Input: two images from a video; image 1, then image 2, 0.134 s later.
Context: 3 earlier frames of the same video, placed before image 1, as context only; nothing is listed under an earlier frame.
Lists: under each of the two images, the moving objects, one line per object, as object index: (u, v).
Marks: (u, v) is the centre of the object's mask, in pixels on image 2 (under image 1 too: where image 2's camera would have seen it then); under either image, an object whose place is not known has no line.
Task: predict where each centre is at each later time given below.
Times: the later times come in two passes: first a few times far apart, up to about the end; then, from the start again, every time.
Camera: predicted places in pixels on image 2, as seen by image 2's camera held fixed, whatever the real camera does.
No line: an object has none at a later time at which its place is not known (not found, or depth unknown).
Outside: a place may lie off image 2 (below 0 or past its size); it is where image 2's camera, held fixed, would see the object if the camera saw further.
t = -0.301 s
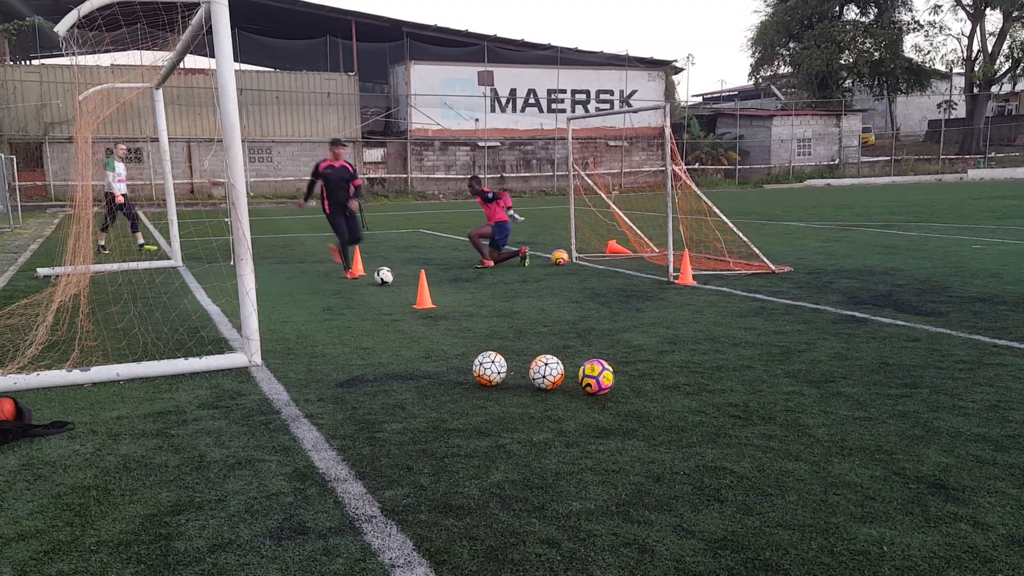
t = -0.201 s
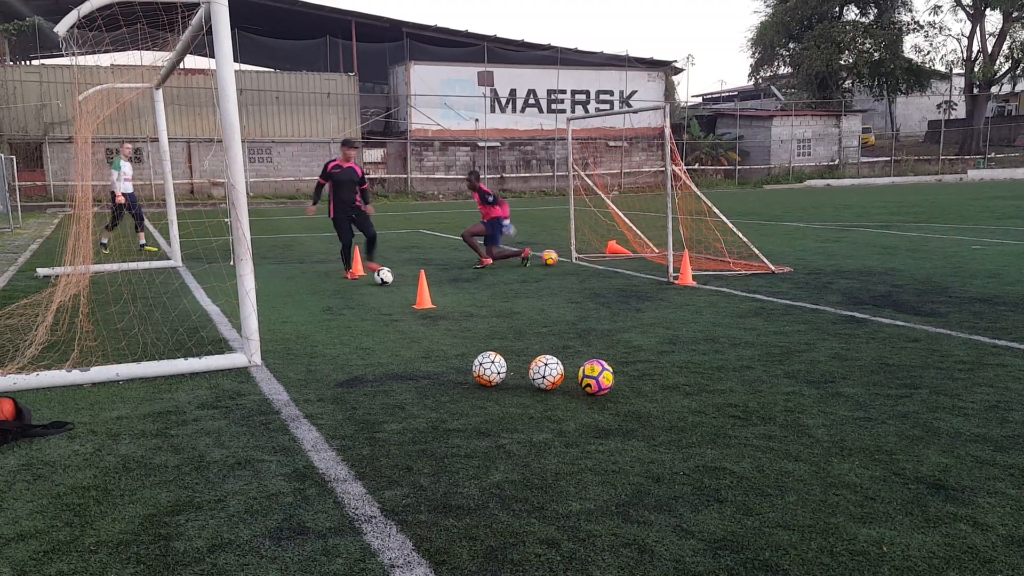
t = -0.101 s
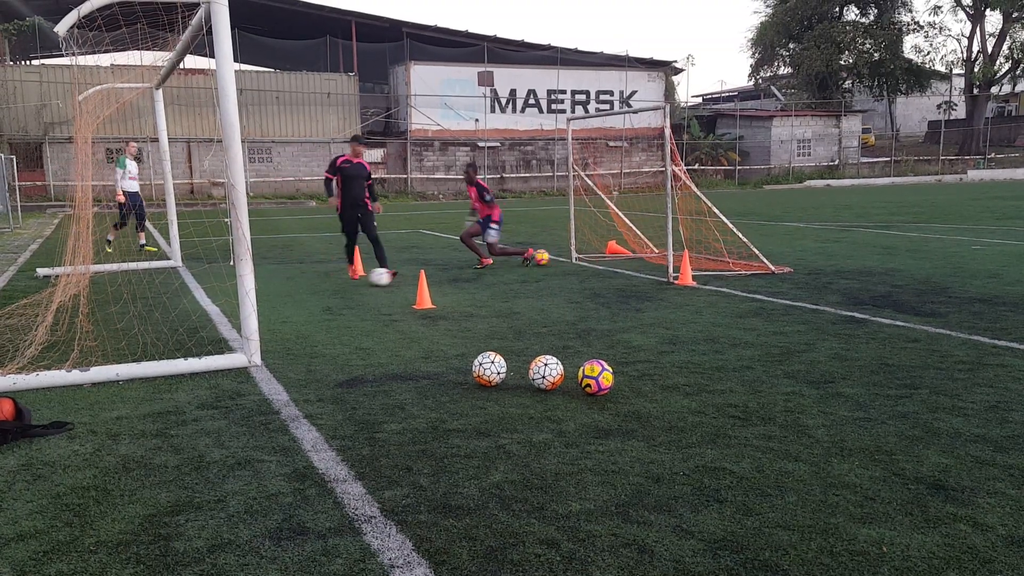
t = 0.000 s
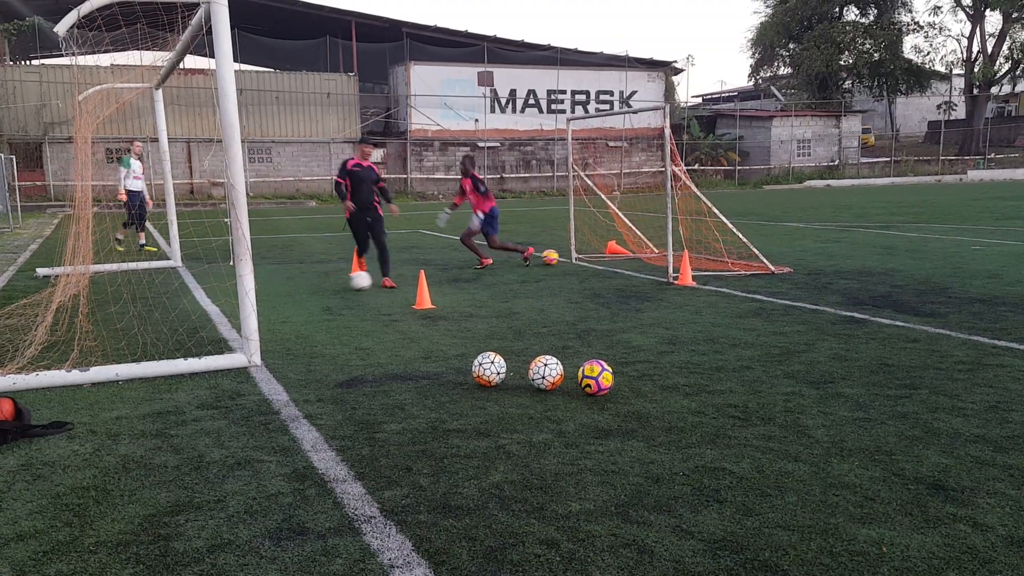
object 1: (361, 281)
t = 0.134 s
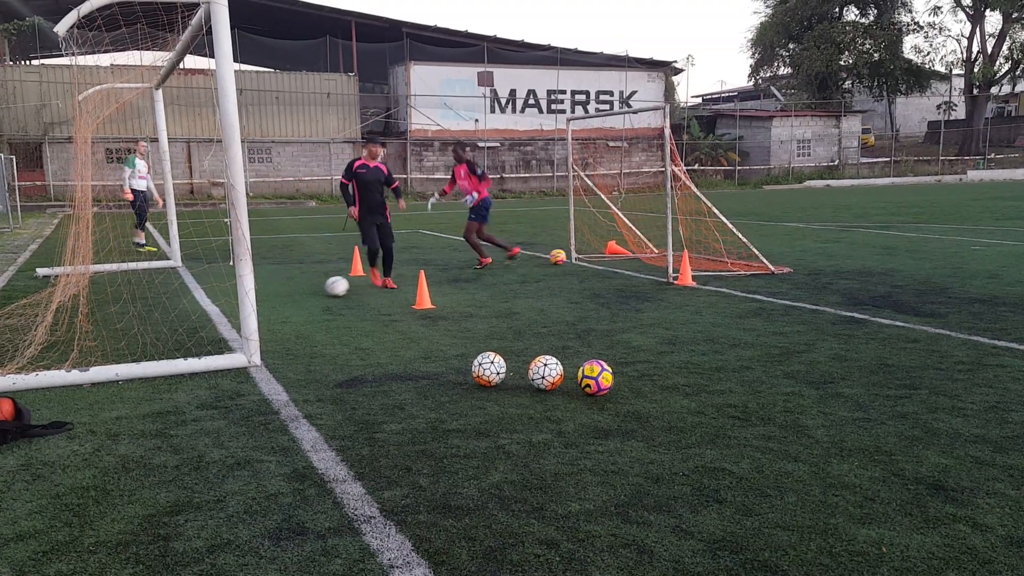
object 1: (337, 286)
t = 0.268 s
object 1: (317, 291)
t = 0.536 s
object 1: (272, 301)
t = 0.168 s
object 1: (332, 287)
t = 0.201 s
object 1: (327, 288)
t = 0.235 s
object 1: (322, 289)
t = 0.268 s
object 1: (317, 291)
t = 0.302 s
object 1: (311, 292)
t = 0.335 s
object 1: (306, 294)
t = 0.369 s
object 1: (301, 295)
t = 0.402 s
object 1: (295, 296)
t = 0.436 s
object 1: (290, 298)
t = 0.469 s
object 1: (284, 299)
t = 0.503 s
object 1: (278, 301)
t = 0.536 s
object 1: (272, 301)
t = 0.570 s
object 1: (268, 302)
